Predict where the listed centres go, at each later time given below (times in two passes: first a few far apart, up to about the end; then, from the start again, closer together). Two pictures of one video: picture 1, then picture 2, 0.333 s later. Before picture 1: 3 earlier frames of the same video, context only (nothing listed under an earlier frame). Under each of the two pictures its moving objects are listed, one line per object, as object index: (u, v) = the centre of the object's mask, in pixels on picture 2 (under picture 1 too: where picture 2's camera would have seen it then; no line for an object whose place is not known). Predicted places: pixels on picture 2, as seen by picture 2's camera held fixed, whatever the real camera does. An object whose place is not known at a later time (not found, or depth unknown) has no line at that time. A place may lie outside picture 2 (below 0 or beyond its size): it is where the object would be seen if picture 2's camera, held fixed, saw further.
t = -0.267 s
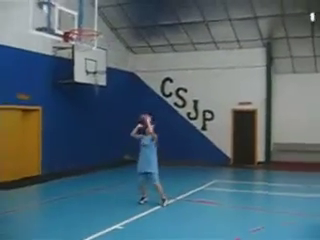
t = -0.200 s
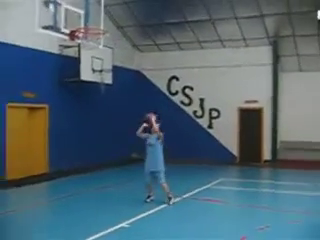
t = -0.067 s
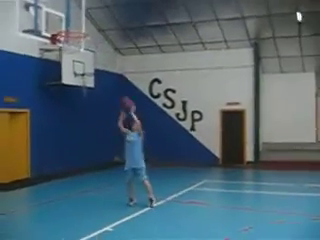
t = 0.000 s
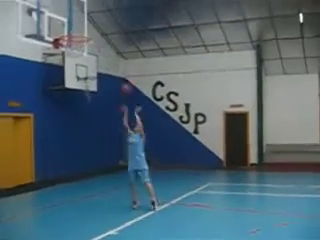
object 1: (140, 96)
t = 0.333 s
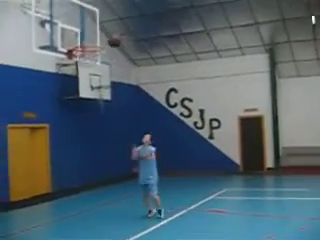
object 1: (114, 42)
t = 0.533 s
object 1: (97, 33)
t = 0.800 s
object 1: (90, 50)
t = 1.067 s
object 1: (78, 69)
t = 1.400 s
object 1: (69, 140)
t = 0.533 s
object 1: (97, 33)
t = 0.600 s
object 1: (92, 36)
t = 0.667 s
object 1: (86, 41)
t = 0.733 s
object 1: (86, 48)
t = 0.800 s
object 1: (90, 50)
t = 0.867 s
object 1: (89, 54)
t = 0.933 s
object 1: (83, 60)
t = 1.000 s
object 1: (80, 64)
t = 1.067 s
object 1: (78, 69)
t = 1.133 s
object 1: (77, 78)
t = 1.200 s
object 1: (73, 90)
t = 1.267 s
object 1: (73, 103)
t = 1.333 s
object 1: (71, 119)
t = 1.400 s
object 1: (69, 140)
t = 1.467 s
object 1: (66, 164)
